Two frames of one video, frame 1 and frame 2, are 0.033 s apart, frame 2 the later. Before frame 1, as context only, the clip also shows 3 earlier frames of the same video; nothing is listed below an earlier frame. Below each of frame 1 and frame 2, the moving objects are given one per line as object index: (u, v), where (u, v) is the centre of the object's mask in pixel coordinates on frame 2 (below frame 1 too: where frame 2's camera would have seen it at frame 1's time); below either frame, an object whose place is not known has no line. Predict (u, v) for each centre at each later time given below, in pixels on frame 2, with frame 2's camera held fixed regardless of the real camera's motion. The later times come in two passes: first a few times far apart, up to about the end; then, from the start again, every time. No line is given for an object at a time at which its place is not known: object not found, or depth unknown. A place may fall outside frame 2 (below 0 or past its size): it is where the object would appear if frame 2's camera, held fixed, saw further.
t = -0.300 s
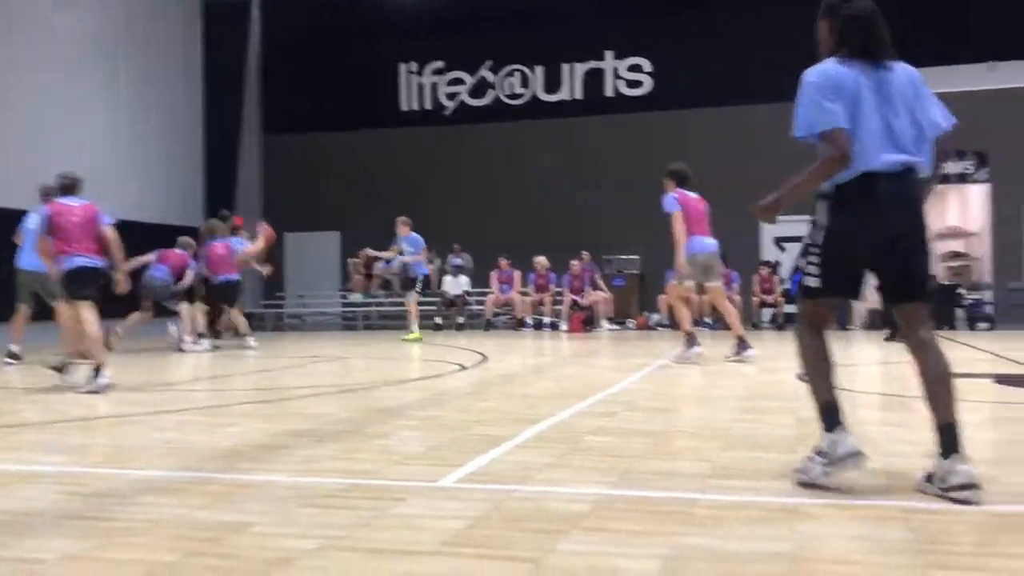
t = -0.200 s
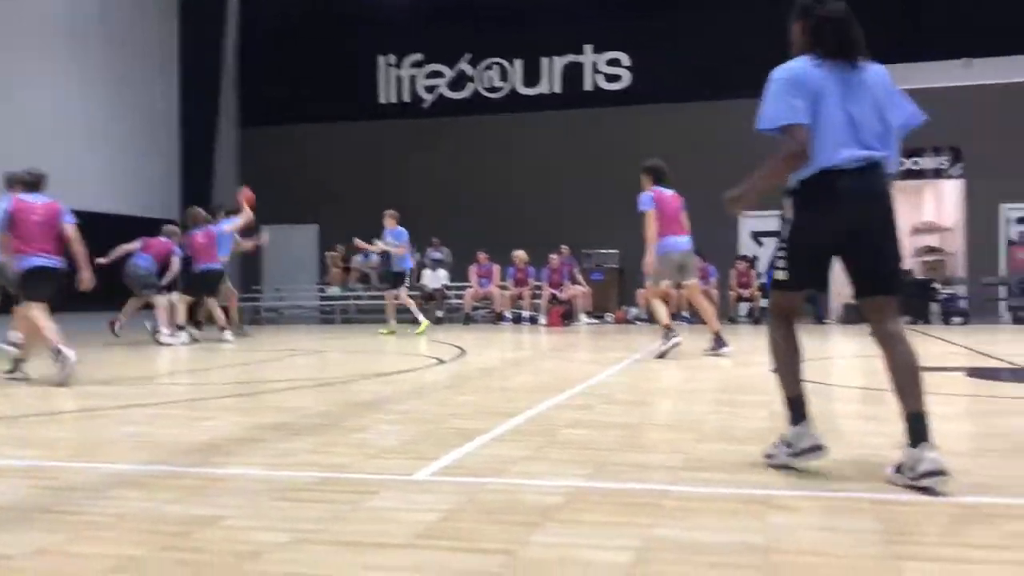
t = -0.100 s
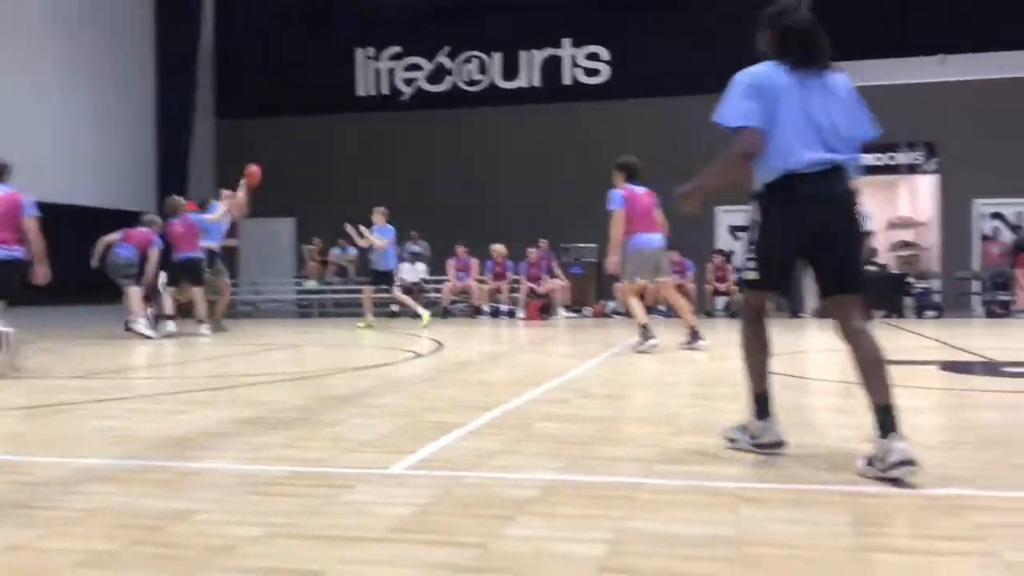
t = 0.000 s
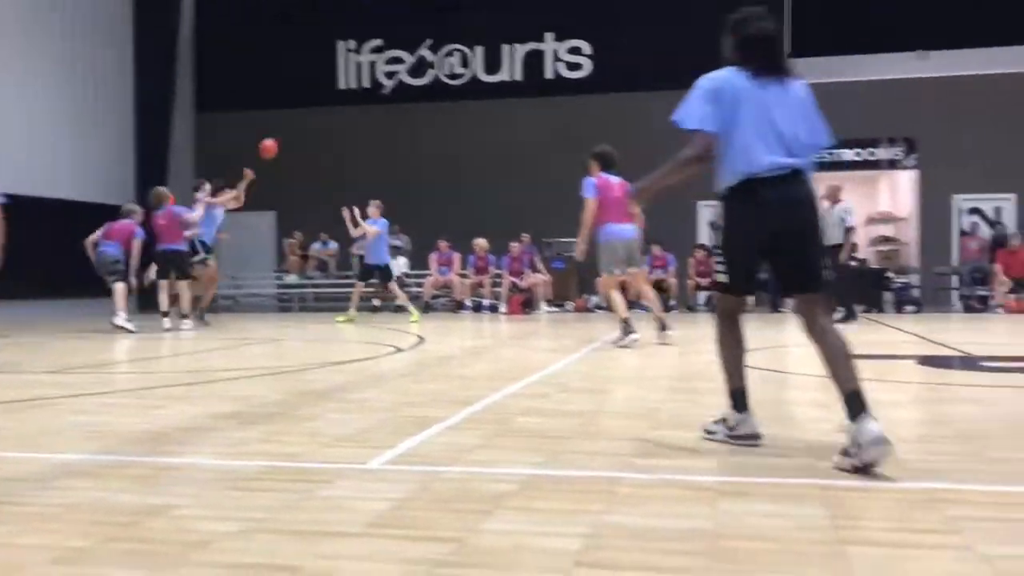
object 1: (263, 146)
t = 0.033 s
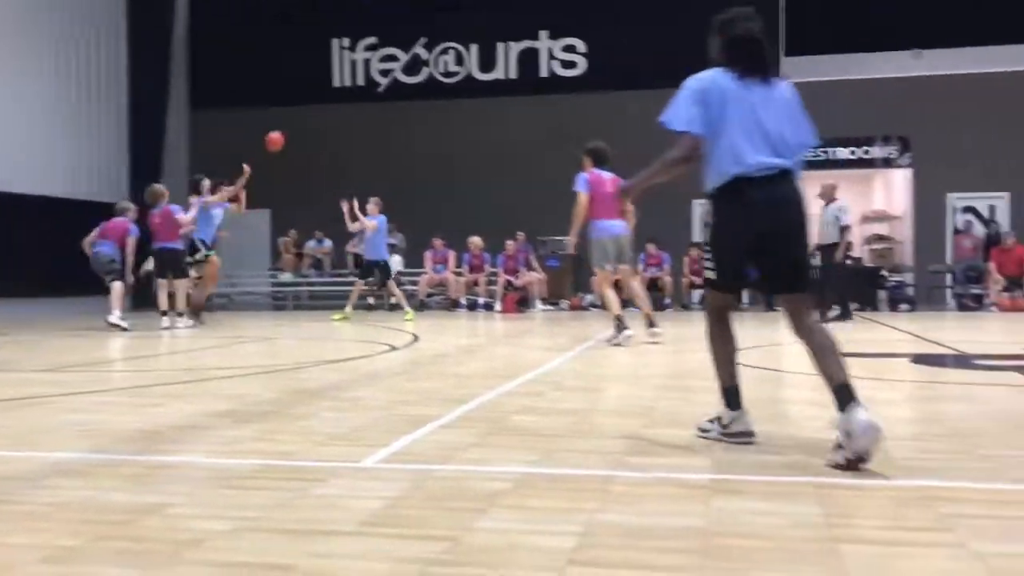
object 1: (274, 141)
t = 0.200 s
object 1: (333, 128)
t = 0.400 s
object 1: (403, 140)
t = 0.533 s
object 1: (450, 164)
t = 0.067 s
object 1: (286, 137)
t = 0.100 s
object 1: (298, 133)
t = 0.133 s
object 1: (309, 130)
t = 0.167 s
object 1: (321, 129)
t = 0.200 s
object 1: (333, 128)
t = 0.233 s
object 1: (345, 128)
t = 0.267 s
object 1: (356, 128)
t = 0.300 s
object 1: (368, 130)
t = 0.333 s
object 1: (380, 133)
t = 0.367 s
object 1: (391, 136)
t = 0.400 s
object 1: (403, 140)
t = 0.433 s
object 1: (415, 145)
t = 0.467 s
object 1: (426, 150)
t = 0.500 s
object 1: (438, 157)
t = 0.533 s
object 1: (450, 164)
